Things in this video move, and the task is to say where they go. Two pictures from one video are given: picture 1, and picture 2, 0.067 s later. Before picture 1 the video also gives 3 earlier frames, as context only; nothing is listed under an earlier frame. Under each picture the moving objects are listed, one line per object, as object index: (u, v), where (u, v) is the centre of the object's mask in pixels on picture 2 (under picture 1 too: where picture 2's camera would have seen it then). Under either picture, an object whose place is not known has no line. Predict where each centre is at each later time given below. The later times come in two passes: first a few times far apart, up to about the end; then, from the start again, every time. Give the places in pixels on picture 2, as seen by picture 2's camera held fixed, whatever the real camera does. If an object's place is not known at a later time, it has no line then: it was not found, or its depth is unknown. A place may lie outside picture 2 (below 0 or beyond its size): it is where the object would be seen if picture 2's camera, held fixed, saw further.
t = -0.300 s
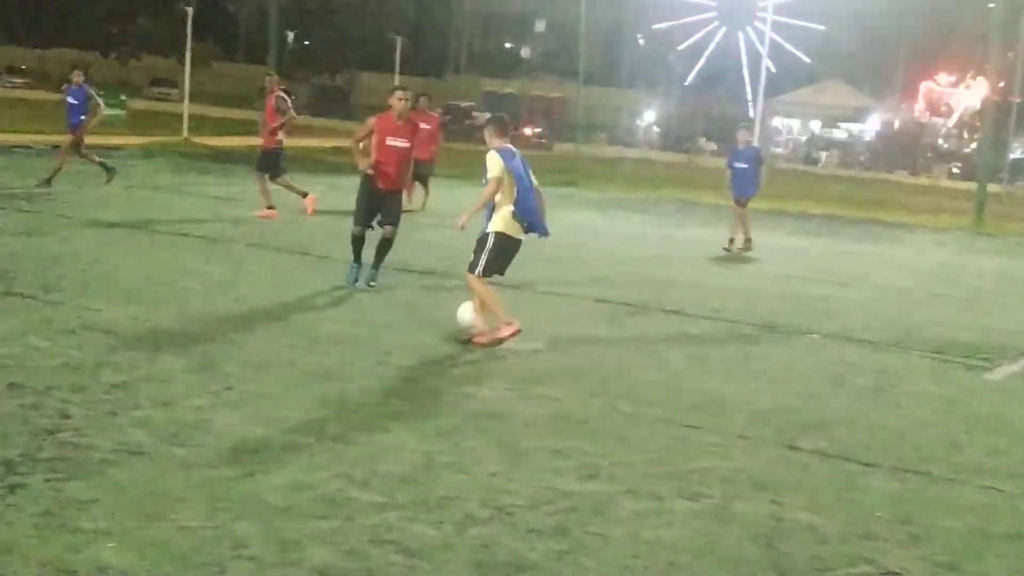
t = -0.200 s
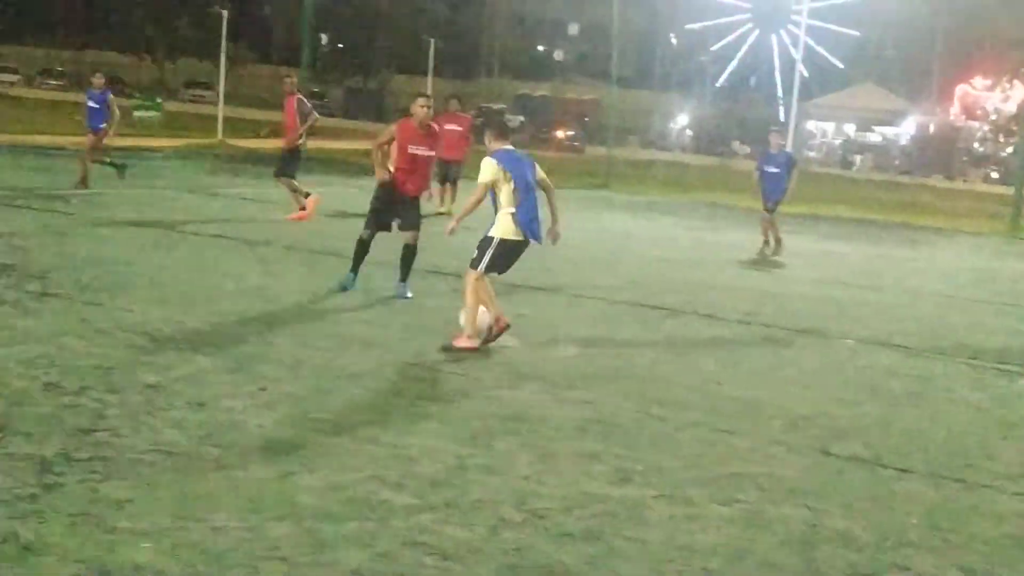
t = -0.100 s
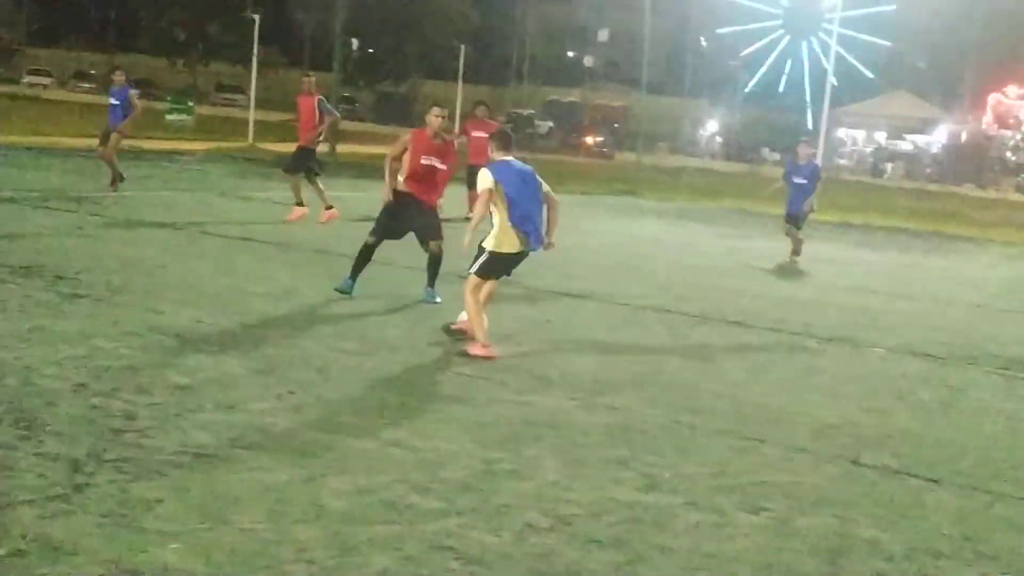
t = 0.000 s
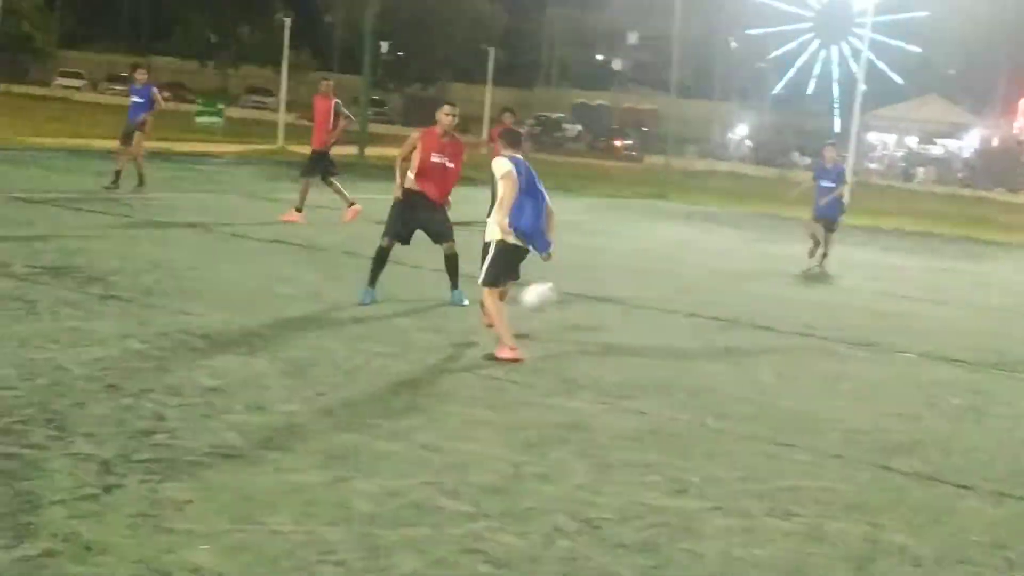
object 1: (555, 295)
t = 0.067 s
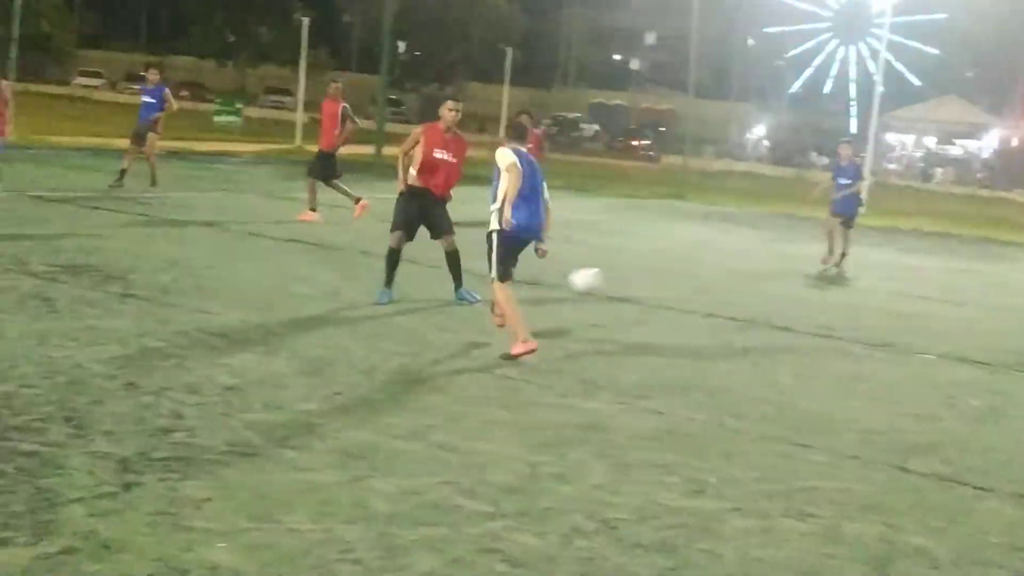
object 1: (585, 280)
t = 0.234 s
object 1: (647, 268)
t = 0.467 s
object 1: (711, 274)
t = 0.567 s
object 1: (732, 269)
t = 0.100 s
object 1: (598, 274)
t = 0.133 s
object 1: (612, 271)
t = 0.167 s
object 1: (625, 269)
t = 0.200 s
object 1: (636, 268)
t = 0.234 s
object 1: (647, 268)
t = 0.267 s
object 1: (658, 270)
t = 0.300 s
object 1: (669, 273)
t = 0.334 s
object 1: (678, 276)
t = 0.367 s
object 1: (686, 281)
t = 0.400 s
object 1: (696, 284)
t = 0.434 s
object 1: (704, 279)
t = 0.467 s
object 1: (711, 274)
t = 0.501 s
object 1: (719, 271)
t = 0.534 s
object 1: (725, 270)
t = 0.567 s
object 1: (732, 269)
